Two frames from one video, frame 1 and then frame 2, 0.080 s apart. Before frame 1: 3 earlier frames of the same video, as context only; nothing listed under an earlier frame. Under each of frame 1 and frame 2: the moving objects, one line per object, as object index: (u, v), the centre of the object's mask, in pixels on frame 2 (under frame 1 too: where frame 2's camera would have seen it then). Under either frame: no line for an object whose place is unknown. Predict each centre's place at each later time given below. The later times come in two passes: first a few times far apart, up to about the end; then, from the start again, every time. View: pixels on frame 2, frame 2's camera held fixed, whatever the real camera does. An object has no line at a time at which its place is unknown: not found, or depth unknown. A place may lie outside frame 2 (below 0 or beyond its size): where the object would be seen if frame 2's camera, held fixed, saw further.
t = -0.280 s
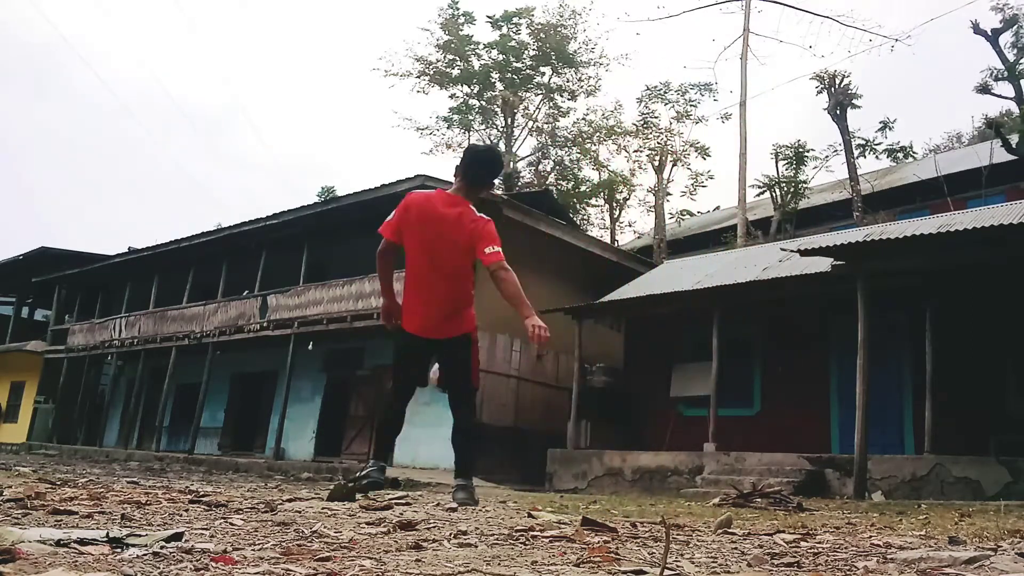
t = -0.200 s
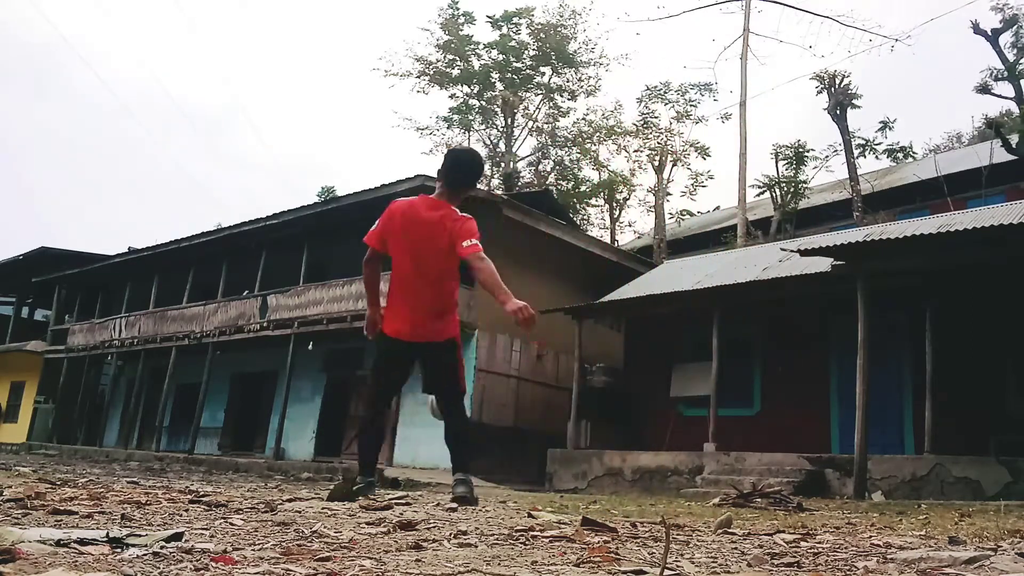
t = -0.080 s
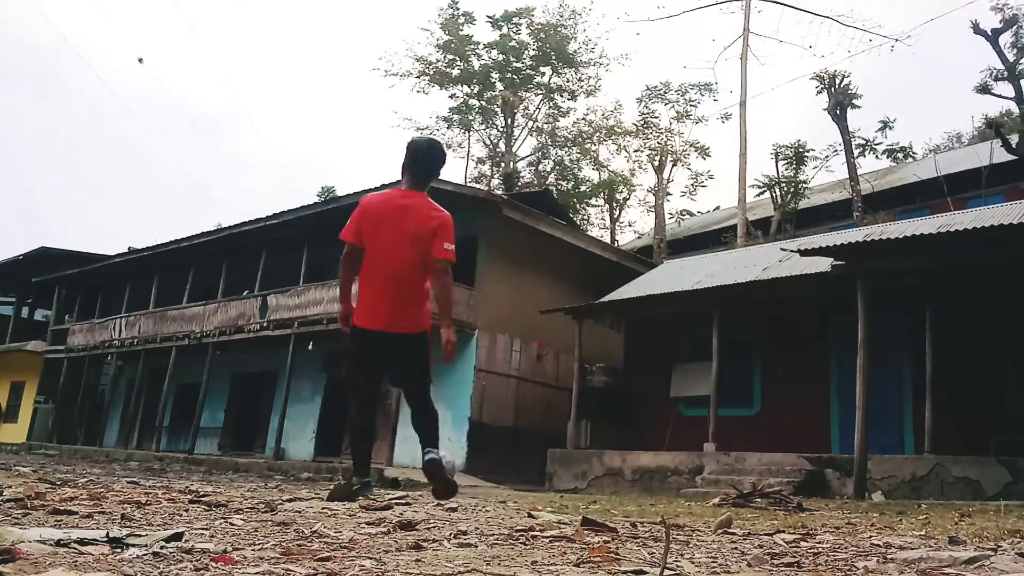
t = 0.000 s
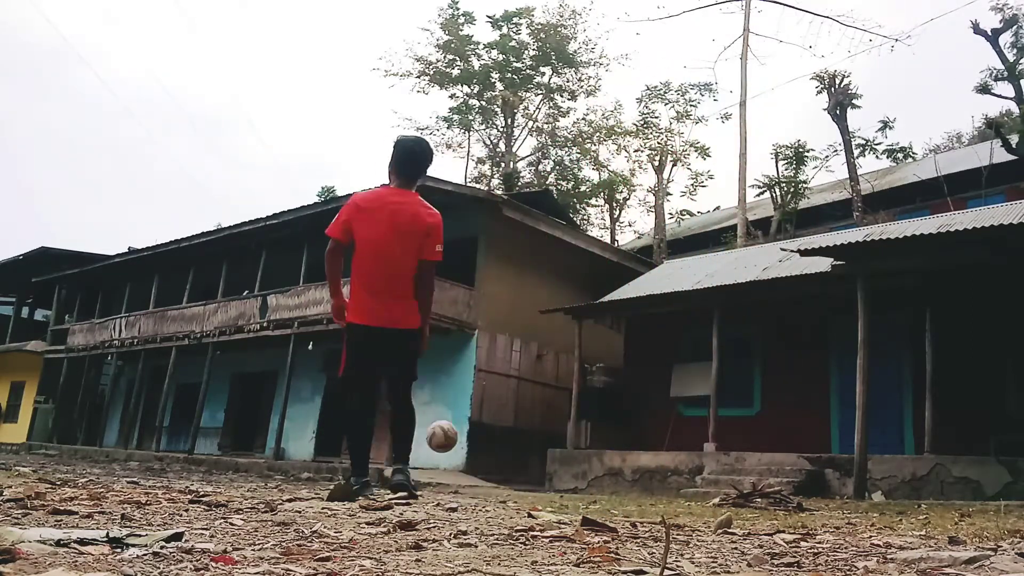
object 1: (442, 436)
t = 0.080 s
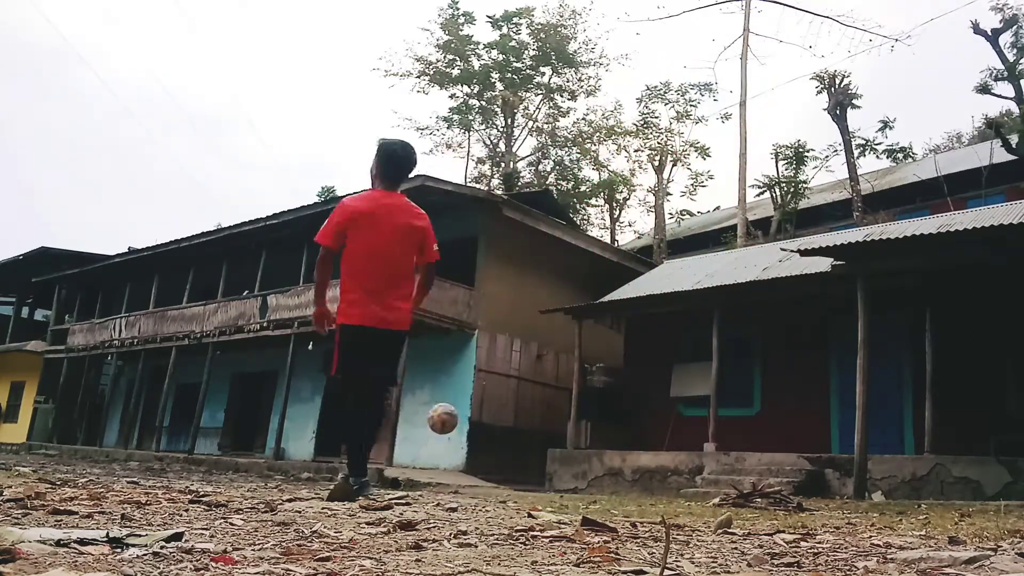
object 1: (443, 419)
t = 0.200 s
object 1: (441, 430)
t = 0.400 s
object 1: (438, 453)
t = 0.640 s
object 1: (435, 475)
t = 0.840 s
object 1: (441, 460)
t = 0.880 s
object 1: (442, 465)
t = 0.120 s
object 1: (443, 418)
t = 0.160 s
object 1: (443, 421)
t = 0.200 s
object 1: (441, 430)
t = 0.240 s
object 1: (440, 445)
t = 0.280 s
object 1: (437, 466)
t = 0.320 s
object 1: (436, 479)
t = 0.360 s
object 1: (437, 467)
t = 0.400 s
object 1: (438, 453)
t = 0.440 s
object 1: (439, 445)
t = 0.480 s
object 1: (439, 443)
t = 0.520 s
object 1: (439, 442)
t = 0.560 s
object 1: (439, 448)
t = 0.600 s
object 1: (437, 459)
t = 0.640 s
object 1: (435, 475)
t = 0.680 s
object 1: (435, 481)
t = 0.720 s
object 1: (438, 468)
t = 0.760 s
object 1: (439, 461)
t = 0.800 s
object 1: (441, 459)
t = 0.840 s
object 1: (441, 460)
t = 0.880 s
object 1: (442, 465)
